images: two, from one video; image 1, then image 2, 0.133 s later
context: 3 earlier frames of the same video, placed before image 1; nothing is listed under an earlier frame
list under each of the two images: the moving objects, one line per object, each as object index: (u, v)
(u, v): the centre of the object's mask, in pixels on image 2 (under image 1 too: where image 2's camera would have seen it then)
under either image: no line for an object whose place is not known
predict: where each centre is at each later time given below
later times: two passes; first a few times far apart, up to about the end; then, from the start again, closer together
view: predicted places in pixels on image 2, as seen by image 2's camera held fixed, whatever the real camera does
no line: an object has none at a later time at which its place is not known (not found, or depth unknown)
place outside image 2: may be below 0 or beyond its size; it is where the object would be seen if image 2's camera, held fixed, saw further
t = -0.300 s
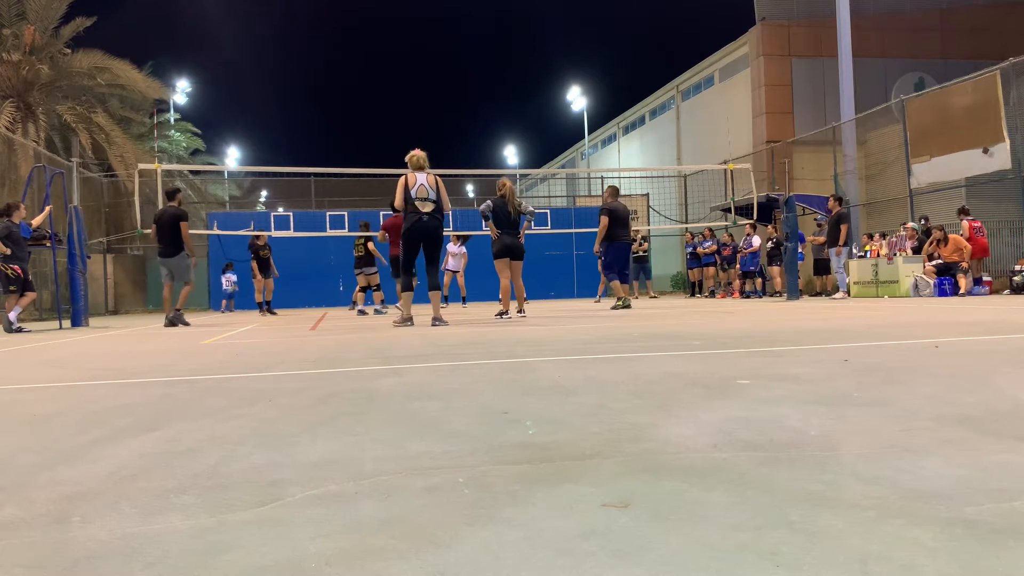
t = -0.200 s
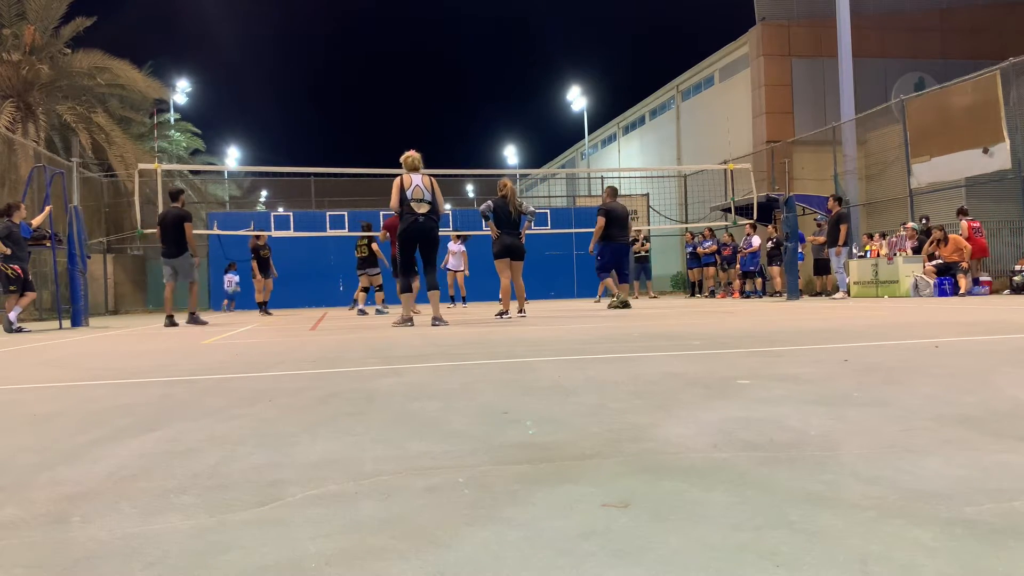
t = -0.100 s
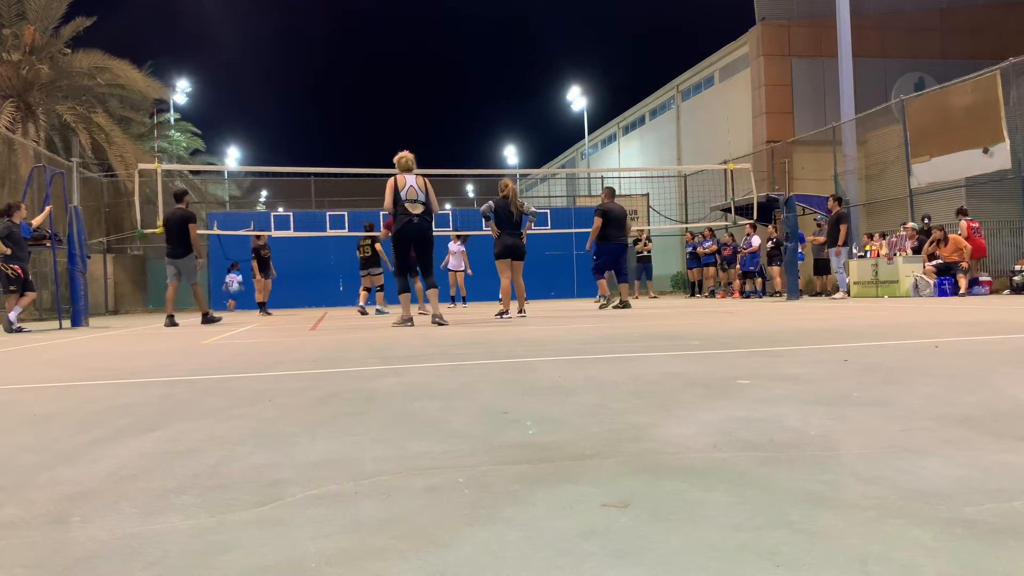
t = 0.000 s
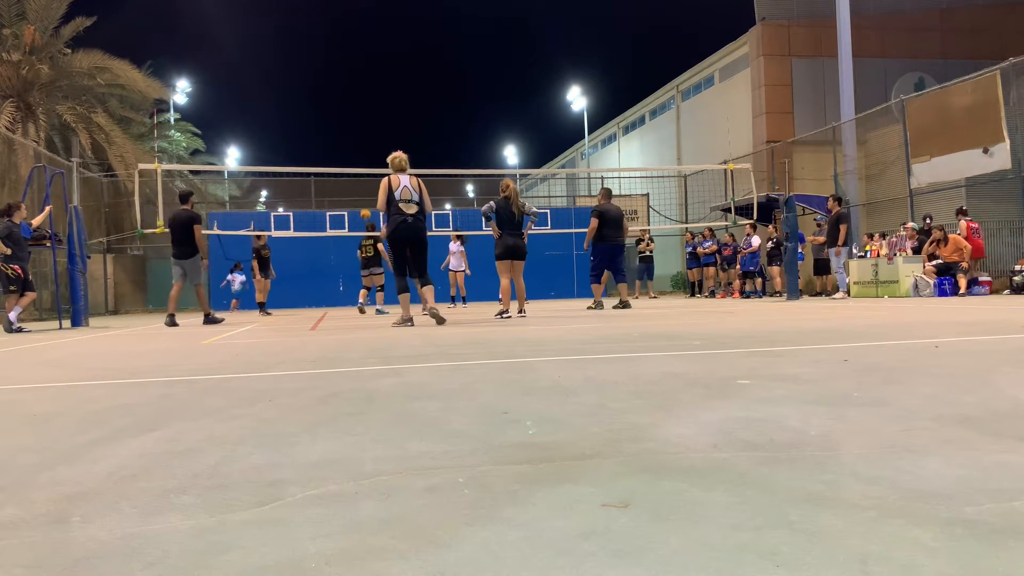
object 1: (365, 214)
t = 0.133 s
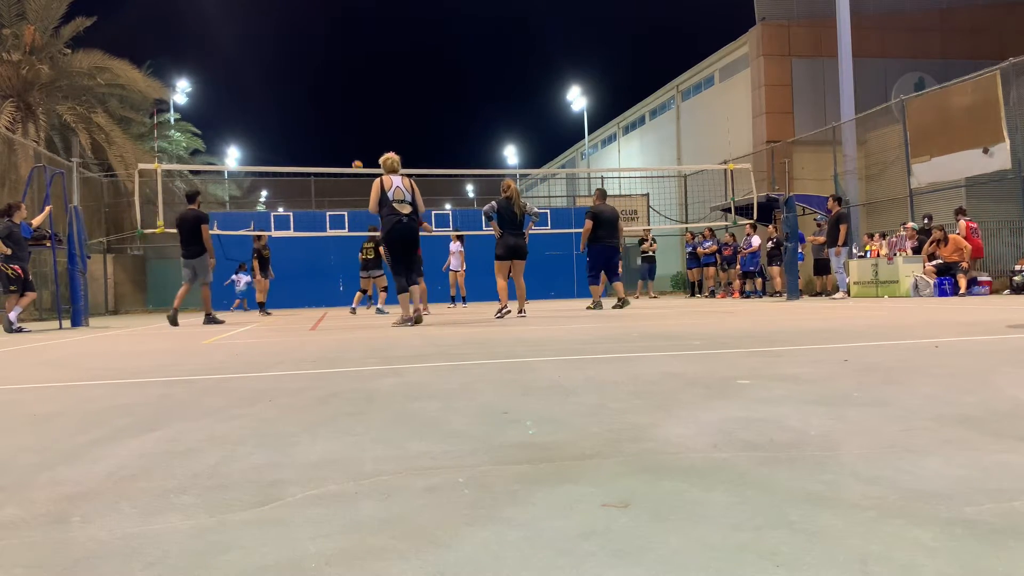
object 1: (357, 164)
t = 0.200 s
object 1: (353, 144)
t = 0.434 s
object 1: (340, 83)
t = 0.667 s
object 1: (327, 46)
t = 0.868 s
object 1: (316, 35)
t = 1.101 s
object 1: (304, 45)
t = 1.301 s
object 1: (294, 76)
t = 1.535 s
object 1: (284, 136)
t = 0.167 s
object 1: (355, 154)
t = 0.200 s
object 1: (353, 144)
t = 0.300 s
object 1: (347, 115)
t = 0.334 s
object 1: (345, 106)
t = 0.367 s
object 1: (343, 98)
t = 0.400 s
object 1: (341, 90)
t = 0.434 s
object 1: (340, 83)
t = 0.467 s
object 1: (338, 76)
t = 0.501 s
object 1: (336, 70)
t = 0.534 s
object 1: (334, 64)
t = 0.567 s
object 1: (332, 59)
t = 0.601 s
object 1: (330, 54)
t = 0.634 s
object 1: (329, 50)
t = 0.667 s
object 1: (327, 46)
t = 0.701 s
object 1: (325, 43)
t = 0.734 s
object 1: (323, 40)
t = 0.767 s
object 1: (321, 38)
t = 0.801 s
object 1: (319, 36)
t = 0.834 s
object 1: (318, 35)
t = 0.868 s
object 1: (316, 35)
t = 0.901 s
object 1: (314, 35)
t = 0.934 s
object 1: (313, 35)
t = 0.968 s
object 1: (311, 36)
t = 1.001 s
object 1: (309, 38)
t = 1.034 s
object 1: (307, 40)
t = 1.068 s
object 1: (305, 42)
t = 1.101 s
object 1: (304, 45)
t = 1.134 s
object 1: (302, 49)
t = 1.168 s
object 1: (301, 53)
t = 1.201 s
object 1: (299, 58)
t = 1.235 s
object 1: (297, 63)
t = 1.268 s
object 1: (296, 69)
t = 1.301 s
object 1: (294, 76)
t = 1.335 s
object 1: (292, 83)
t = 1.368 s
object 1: (291, 90)
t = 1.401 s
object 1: (289, 98)
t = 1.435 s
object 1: (288, 106)
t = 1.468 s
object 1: (287, 116)
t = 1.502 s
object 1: (285, 126)
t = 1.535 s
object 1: (284, 136)
